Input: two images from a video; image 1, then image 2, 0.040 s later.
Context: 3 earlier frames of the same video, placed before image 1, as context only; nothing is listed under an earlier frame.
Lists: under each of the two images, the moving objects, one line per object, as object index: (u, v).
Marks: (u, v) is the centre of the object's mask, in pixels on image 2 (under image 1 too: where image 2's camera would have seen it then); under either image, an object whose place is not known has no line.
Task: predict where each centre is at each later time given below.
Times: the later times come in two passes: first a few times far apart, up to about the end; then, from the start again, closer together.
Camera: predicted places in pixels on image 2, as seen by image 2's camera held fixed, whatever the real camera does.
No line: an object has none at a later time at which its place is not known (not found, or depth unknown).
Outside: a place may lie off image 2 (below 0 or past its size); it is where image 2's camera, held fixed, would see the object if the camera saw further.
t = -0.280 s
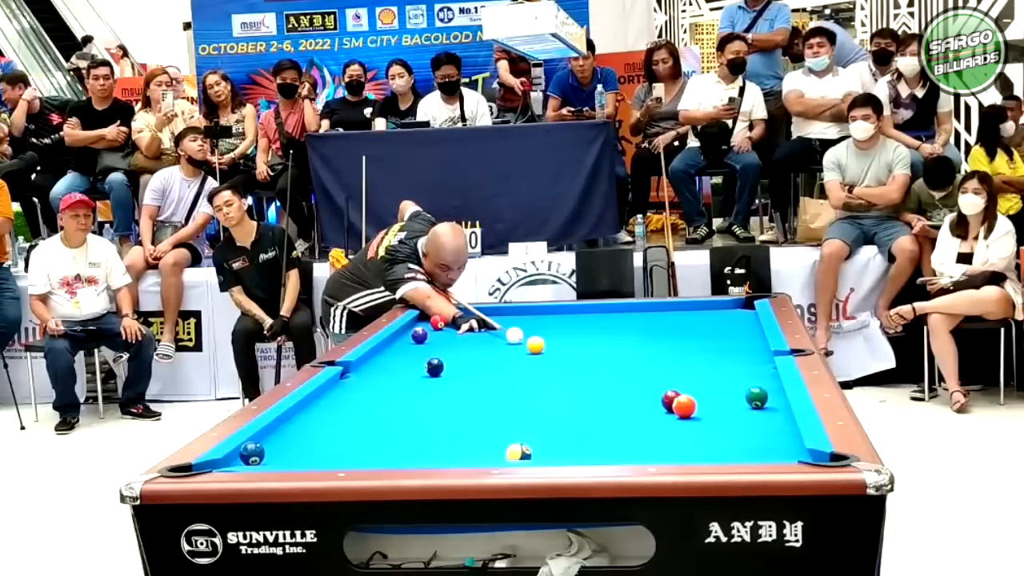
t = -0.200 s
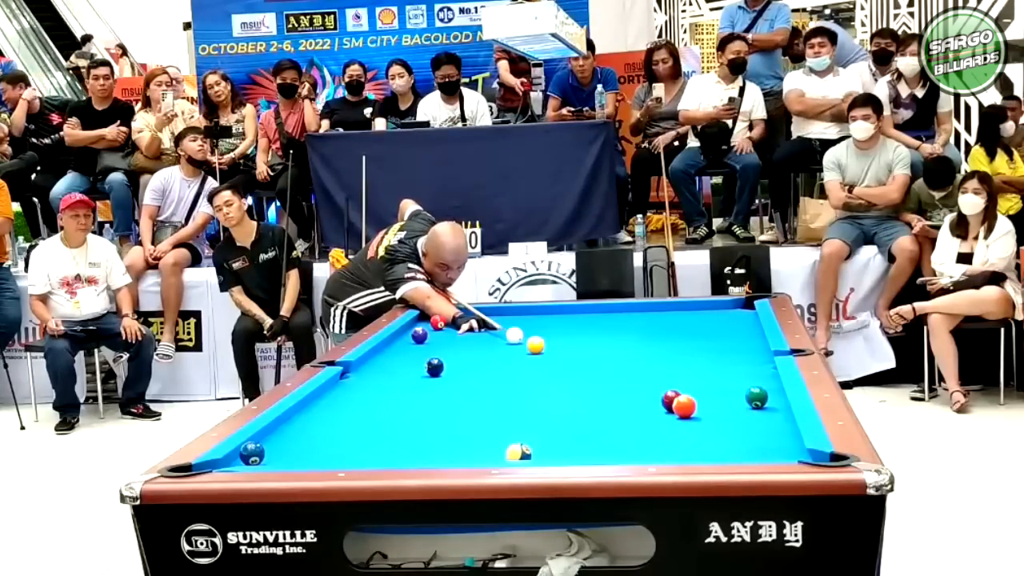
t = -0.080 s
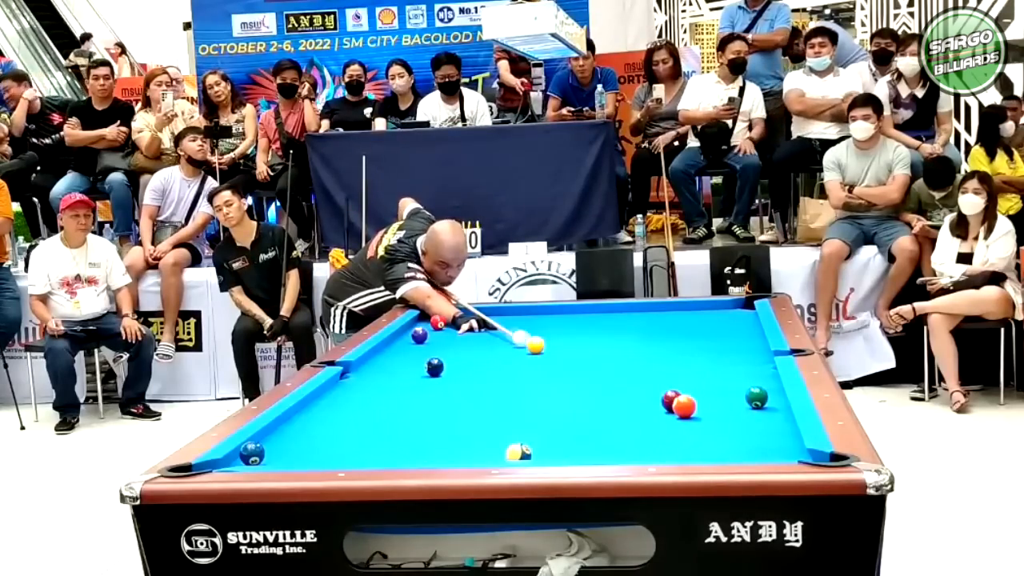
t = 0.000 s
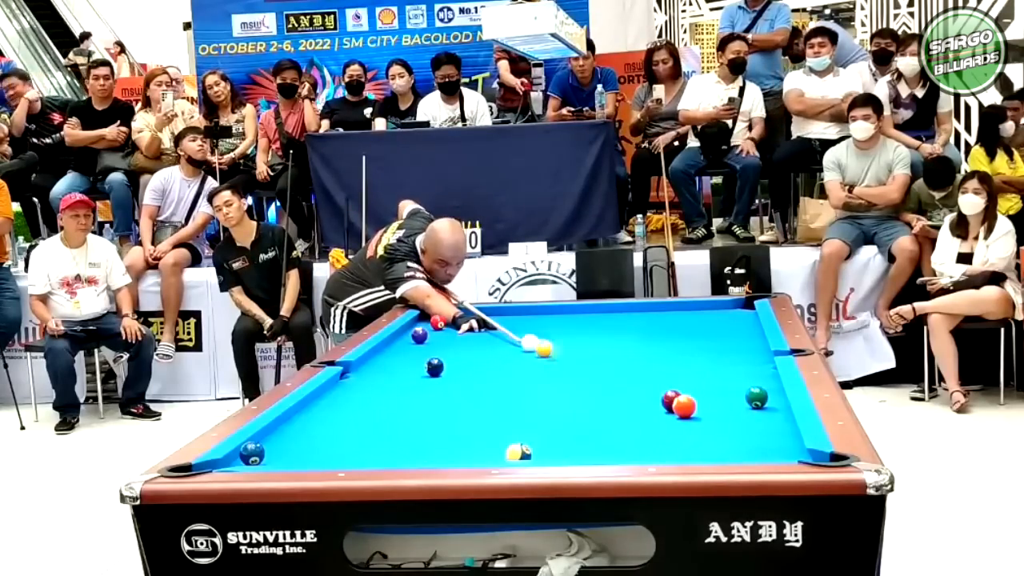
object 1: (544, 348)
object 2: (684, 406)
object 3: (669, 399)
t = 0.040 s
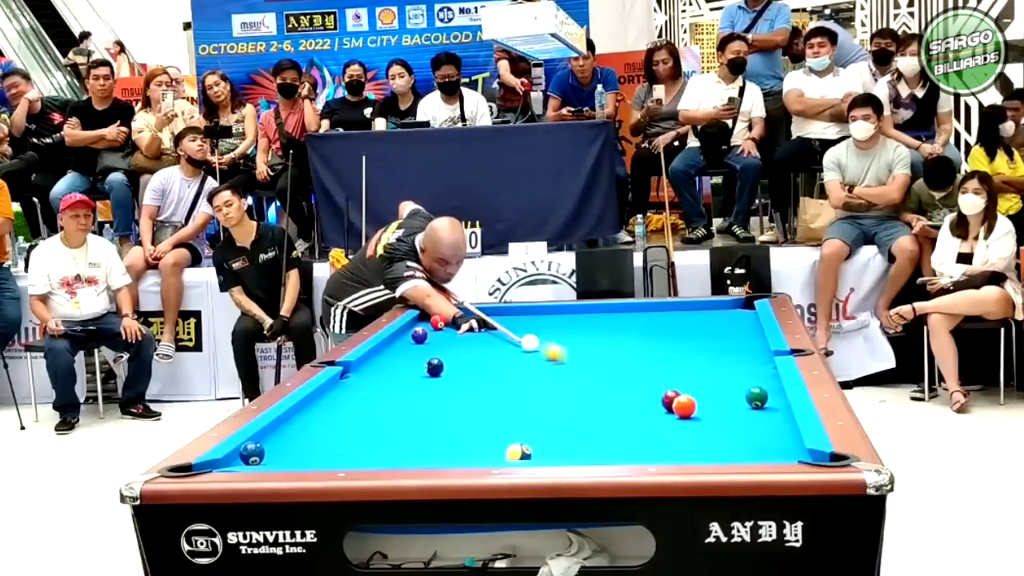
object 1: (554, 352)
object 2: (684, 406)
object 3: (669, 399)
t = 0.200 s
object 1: (588, 367)
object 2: (684, 406)
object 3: (669, 399)
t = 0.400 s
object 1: (633, 385)
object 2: (684, 406)
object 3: (669, 399)
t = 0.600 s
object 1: (655, 399)
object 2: (698, 413)
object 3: (684, 400)
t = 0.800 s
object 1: (653, 406)
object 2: (731, 430)
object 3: (702, 400)
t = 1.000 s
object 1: (653, 413)
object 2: (768, 446)
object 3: (717, 399)
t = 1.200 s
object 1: (652, 420)
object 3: (731, 398)
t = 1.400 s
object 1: (652, 428)
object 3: (736, 397)
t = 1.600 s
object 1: (652, 435)
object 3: (738, 397)
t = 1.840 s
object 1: (651, 443)
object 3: (739, 397)
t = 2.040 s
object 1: (651, 448)
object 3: (739, 397)
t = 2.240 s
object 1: (651, 452)
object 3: (738, 397)
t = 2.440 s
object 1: (650, 452)
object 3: (738, 397)
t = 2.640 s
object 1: (651, 450)
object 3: (738, 397)
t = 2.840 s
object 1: (651, 448)
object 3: (738, 397)
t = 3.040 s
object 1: (651, 447)
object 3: (738, 397)
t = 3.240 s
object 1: (652, 445)
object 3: (738, 397)
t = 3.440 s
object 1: (652, 443)
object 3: (739, 397)
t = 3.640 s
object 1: (653, 442)
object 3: (739, 397)
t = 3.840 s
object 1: (653, 441)
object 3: (739, 397)
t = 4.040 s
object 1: (653, 440)
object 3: (739, 397)
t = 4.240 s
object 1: (652, 439)
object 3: (739, 397)
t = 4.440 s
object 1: (652, 439)
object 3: (739, 397)
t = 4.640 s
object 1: (653, 439)
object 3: (739, 397)
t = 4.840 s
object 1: (653, 439)
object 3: (739, 397)
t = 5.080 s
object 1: (653, 439)
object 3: (739, 397)
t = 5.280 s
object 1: (653, 439)
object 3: (739, 397)
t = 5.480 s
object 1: (653, 439)
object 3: (739, 397)
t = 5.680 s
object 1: (653, 439)
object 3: (739, 397)
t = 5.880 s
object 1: (653, 439)
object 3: (739, 397)
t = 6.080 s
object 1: (653, 439)
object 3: (738, 397)
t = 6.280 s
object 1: (653, 439)
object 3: (738, 397)
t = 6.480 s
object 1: (653, 439)
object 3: (738, 397)
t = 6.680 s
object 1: (653, 439)
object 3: (738, 397)
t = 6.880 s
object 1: (653, 439)
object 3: (739, 397)
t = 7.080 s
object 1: (653, 439)
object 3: (739, 397)
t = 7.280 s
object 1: (653, 439)
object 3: (739, 397)
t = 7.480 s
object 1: (653, 439)
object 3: (739, 397)
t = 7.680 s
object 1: (653, 439)
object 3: (739, 397)
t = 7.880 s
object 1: (653, 439)
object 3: (739, 397)
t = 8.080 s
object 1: (653, 439)
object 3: (739, 397)
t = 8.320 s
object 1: (653, 439)
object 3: (739, 397)
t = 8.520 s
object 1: (653, 439)
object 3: (739, 397)
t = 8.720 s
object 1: (653, 439)
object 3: (739, 397)
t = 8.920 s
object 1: (653, 439)
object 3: (739, 397)
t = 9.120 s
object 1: (653, 439)
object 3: (739, 397)
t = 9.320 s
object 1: (653, 439)
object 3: (739, 396)
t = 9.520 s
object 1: (653, 439)
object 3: (739, 397)
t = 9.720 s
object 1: (653, 439)
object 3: (739, 397)
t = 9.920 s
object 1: (653, 439)
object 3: (739, 397)
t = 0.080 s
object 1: (562, 356)
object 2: (684, 406)
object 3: (669, 399)
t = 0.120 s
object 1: (573, 360)
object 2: (684, 406)
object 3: (669, 399)
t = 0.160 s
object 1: (581, 364)
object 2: (684, 406)
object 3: (669, 399)
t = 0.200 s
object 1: (588, 367)
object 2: (684, 406)
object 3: (669, 399)
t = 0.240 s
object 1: (597, 370)
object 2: (684, 406)
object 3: (669, 399)
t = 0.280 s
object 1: (605, 374)
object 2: (684, 406)
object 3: (669, 399)
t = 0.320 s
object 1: (616, 378)
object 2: (684, 406)
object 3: (669, 399)
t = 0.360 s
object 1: (624, 382)
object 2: (684, 406)
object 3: (669, 399)
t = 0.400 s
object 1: (633, 385)
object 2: (684, 406)
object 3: (669, 399)
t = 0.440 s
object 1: (643, 389)
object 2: (684, 406)
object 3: (669, 399)
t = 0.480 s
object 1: (651, 393)
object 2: (684, 406)
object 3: (670, 399)
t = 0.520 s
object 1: (657, 396)
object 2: (685, 406)
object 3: (672, 398)
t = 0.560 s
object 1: (656, 398)
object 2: (691, 409)
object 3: (678, 399)
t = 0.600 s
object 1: (655, 399)
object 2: (698, 413)
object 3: (684, 400)
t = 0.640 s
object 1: (654, 400)
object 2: (705, 416)
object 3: (688, 401)
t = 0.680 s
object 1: (654, 401)
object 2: (713, 421)
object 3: (692, 401)
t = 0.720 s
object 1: (654, 402)
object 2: (719, 424)
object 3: (695, 400)
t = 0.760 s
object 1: (653, 404)
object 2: (725, 427)
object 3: (699, 400)
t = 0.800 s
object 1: (653, 406)
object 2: (731, 430)
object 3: (702, 400)
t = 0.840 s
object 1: (653, 407)
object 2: (739, 434)
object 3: (705, 400)
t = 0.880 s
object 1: (653, 409)
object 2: (746, 437)
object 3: (708, 399)
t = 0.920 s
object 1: (653, 410)
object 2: (754, 441)
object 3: (712, 399)
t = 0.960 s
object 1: (653, 412)
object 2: (761, 444)
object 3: (715, 399)
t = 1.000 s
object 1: (653, 413)
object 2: (768, 446)
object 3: (717, 399)
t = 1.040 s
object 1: (653, 414)
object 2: (776, 449)
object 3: (720, 399)
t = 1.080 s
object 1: (653, 416)
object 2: (783, 451)
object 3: (723, 398)
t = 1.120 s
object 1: (652, 418)
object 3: (726, 398)
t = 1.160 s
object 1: (652, 419)
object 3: (728, 398)
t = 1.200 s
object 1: (652, 420)
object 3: (731, 398)
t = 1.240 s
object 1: (652, 421)
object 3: (733, 397)
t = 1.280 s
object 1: (652, 423)
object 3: (734, 397)
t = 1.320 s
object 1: (652, 424)
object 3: (735, 397)
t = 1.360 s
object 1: (652, 426)
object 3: (735, 397)
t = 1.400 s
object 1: (652, 428)
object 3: (736, 397)
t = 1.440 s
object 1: (652, 429)
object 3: (736, 397)
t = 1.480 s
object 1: (652, 430)
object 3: (737, 397)
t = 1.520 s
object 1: (652, 431)
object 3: (737, 397)
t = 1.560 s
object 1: (652, 433)
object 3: (737, 397)
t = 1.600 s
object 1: (652, 435)
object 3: (738, 397)
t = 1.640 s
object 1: (651, 436)
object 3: (738, 397)
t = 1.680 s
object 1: (651, 437)
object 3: (738, 397)
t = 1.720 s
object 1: (651, 439)
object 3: (738, 397)
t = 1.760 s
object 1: (651, 441)
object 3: (739, 397)
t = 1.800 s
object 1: (651, 442)
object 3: (739, 397)
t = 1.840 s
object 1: (651, 443)
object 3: (739, 397)
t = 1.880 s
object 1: (651, 444)
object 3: (739, 397)
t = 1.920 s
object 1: (651, 445)
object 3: (739, 397)
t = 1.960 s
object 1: (651, 447)
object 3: (739, 397)
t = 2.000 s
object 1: (651, 447)
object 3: (739, 397)
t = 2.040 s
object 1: (651, 448)
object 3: (739, 397)
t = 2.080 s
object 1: (651, 449)
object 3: (739, 397)
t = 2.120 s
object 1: (650, 450)
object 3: (739, 397)
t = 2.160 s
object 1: (650, 450)
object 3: (739, 397)
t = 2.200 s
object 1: (650, 452)
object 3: (739, 397)
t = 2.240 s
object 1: (651, 452)
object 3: (738, 397)
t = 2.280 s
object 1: (650, 452)
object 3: (739, 397)
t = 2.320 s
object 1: (650, 453)
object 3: (739, 397)
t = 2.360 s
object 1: (650, 452)
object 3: (739, 397)
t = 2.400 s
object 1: (650, 452)
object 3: (738, 397)
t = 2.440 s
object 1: (650, 452)
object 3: (738, 397)
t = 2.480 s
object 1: (650, 452)
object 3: (738, 397)
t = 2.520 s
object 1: (650, 451)
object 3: (738, 397)
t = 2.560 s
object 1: (651, 451)
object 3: (738, 397)
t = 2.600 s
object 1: (651, 450)
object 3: (738, 397)
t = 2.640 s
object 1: (651, 450)
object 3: (738, 397)
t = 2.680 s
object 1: (651, 450)
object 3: (738, 397)
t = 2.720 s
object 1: (651, 449)
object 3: (738, 397)
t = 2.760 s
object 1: (651, 449)
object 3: (738, 397)
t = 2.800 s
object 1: (651, 449)
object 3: (738, 397)
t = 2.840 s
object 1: (651, 448)
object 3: (738, 397)
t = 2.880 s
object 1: (651, 448)
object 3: (738, 397)
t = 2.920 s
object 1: (651, 447)
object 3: (738, 397)
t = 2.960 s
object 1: (651, 447)
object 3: (738, 397)
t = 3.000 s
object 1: (651, 447)
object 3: (738, 397)
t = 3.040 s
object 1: (651, 447)
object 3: (738, 397)
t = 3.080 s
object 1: (651, 446)
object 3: (738, 397)
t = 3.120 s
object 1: (652, 446)
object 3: (738, 397)
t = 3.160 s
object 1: (652, 446)
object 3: (738, 397)
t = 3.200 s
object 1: (652, 445)
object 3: (738, 397)
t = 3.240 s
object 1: (652, 445)
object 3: (738, 397)
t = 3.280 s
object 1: (652, 445)
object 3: (738, 397)
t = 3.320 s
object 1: (652, 445)
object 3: (738, 397)
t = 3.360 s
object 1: (652, 444)
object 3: (738, 397)
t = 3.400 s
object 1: (652, 444)
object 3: (738, 397)
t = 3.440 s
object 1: (652, 443)
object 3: (739, 397)
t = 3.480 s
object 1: (653, 443)
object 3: (739, 397)
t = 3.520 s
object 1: (653, 443)
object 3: (739, 397)
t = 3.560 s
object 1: (653, 443)
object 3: (739, 397)
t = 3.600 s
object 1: (653, 442)
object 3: (739, 397)
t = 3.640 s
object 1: (653, 442)
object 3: (739, 397)
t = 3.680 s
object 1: (653, 442)
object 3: (739, 397)
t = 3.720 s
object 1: (653, 441)
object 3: (739, 397)
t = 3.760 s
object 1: (653, 441)
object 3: (739, 397)
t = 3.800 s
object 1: (653, 441)
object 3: (739, 397)
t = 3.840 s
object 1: (653, 441)
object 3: (739, 397)
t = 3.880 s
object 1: (653, 441)
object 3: (739, 397)
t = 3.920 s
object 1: (653, 440)
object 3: (739, 397)
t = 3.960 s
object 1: (653, 440)
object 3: (739, 397)
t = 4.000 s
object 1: (653, 440)
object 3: (739, 397)
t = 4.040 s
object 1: (653, 440)
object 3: (739, 397)
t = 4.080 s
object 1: (653, 439)
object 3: (739, 397)
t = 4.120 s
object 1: (653, 439)
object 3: (739, 397)
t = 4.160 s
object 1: (653, 439)
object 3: (739, 397)
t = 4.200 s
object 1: (652, 439)
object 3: (739, 397)
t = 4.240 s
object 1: (652, 439)
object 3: (739, 397)
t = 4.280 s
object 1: (652, 439)
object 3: (739, 397)
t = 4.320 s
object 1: (652, 439)
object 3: (739, 397)
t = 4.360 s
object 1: (653, 439)
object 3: (739, 397)
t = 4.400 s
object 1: (652, 439)
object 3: (739, 397)
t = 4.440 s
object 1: (652, 439)
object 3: (739, 397)
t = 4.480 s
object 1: (652, 439)
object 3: (739, 397)
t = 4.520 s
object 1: (653, 439)
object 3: (739, 397)
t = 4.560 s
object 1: (653, 439)
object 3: (739, 397)
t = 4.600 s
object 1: (653, 439)
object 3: (739, 397)
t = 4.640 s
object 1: (653, 439)
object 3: (739, 397)
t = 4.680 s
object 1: (653, 439)
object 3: (739, 397)
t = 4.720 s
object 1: (653, 439)
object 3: (739, 397)
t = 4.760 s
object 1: (653, 439)
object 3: (739, 397)
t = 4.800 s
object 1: (653, 439)
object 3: (739, 397)
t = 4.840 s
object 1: (653, 439)
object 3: (739, 397)
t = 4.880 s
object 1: (653, 439)
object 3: (739, 397)
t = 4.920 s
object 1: (653, 439)
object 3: (739, 397)
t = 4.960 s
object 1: (653, 439)
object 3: (739, 397)
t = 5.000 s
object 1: (653, 439)
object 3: (739, 397)
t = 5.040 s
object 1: (653, 439)
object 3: (739, 397)
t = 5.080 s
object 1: (653, 439)
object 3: (739, 397)
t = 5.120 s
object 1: (653, 439)
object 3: (739, 397)
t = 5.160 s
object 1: (653, 439)
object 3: (739, 397)
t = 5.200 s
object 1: (653, 439)
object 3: (739, 397)
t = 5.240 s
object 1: (653, 439)
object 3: (739, 397)
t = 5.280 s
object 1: (653, 439)
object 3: (739, 397)
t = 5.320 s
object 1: (653, 439)
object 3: (739, 397)
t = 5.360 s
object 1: (653, 439)
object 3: (739, 397)
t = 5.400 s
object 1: (653, 439)
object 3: (739, 397)
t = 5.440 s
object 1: (653, 439)
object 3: (739, 397)
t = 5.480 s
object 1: (653, 439)
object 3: (739, 397)
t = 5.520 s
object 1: (653, 439)
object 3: (739, 397)
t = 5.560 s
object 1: (653, 439)
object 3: (739, 397)
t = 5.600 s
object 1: (653, 439)
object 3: (739, 397)
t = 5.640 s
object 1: (653, 439)
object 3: (739, 397)
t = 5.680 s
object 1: (653, 439)
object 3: (739, 397)
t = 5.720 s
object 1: (653, 439)
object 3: (739, 397)
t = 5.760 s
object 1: (653, 439)
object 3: (739, 397)
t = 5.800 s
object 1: (653, 439)
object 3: (739, 397)
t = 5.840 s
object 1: (653, 439)
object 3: (739, 397)
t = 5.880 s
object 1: (653, 439)
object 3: (739, 397)
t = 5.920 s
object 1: (653, 439)
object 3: (739, 397)
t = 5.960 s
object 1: (653, 439)
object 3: (739, 397)
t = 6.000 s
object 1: (653, 439)
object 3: (739, 397)
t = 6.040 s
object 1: (653, 439)
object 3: (738, 397)
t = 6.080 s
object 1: (653, 439)
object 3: (738, 397)
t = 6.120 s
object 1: (653, 439)
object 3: (738, 397)
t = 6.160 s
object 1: (653, 439)
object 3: (739, 397)
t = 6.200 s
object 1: (653, 439)
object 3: (738, 397)
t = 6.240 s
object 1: (653, 439)
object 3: (738, 397)
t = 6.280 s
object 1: (653, 439)
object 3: (738, 397)
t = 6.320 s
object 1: (653, 439)
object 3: (739, 397)
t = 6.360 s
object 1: (653, 439)
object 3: (739, 397)
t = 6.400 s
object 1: (653, 439)
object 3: (738, 397)
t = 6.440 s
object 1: (653, 439)
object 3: (739, 397)
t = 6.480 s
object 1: (653, 439)
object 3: (738, 397)
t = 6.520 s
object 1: (653, 439)
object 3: (738, 397)
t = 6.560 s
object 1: (653, 439)
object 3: (739, 397)
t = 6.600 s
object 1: (653, 439)
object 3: (739, 397)
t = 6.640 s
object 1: (653, 439)
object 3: (739, 397)
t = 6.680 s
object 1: (653, 439)
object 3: (738, 397)
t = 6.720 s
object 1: (653, 439)
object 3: (739, 397)
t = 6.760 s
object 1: (653, 439)
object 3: (739, 397)
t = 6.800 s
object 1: (653, 439)
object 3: (738, 397)
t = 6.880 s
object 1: (653, 439)
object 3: (739, 397)
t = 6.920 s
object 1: (653, 439)
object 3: (739, 397)
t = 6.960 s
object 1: (653, 439)
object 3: (739, 397)
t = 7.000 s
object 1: (653, 439)
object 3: (739, 397)
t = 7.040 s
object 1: (653, 439)
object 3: (739, 397)
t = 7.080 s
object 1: (653, 439)
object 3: (739, 397)
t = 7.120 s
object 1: (653, 439)
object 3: (739, 397)
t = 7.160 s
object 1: (653, 439)
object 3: (739, 397)
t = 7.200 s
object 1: (653, 439)
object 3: (739, 397)
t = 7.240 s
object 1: (653, 439)
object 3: (738, 397)
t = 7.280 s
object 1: (653, 439)
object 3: (739, 397)
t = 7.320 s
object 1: (653, 439)
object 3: (739, 397)
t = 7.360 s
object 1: (653, 439)
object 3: (739, 397)
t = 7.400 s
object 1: (653, 439)
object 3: (739, 397)
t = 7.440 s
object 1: (653, 439)
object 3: (739, 397)
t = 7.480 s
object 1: (653, 439)
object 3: (739, 397)
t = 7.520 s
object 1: (653, 439)
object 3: (739, 397)
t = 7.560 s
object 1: (653, 439)
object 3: (739, 397)
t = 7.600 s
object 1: (653, 439)
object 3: (739, 397)
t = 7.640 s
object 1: (653, 439)
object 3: (739, 397)
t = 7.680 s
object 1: (653, 439)
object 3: (739, 397)
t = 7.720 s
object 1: (653, 439)
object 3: (739, 397)
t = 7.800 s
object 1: (653, 439)
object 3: (739, 397)
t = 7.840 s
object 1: (653, 439)
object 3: (739, 397)
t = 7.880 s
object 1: (653, 439)
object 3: (739, 397)
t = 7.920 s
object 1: (653, 439)
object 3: (739, 397)
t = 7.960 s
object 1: (653, 439)
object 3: (739, 397)
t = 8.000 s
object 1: (653, 439)
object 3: (739, 397)
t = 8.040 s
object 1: (653, 439)
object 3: (739, 397)
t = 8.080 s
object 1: (653, 439)
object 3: (739, 397)
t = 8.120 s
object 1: (653, 439)
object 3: (739, 397)
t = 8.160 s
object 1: (653, 439)
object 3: (739, 397)
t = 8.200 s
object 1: (653, 439)
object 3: (739, 397)
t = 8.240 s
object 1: (653, 439)
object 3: (739, 397)
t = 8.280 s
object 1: (653, 439)
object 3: (739, 397)
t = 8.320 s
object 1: (653, 439)
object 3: (739, 397)
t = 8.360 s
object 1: (653, 439)
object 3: (739, 397)
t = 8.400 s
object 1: (653, 439)
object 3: (739, 397)
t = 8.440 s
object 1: (653, 439)
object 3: (739, 397)
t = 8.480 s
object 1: (653, 439)
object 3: (739, 397)
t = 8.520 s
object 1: (653, 439)
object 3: (739, 397)
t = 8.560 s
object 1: (653, 439)
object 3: (739, 397)
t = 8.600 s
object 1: (653, 439)
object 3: (739, 397)
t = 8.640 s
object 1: (653, 439)
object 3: (739, 397)
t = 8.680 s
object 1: (653, 439)
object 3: (739, 397)
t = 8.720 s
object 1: (653, 439)
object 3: (739, 397)
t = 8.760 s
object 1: (653, 439)
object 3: (739, 397)
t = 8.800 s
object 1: (653, 439)
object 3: (739, 397)
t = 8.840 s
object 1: (653, 439)
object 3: (739, 397)
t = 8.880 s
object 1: (653, 439)
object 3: (739, 397)
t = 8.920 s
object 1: (653, 439)
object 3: (739, 397)
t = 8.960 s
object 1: (653, 439)
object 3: (739, 397)
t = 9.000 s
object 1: (653, 439)
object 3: (739, 397)
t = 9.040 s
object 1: (653, 439)
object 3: (739, 396)
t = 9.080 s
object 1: (653, 439)
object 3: (739, 396)
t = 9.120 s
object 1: (653, 439)
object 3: (739, 397)
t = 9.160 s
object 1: (653, 439)
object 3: (739, 397)
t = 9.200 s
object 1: (653, 439)
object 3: (739, 396)
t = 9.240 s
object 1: (653, 439)
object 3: (739, 396)
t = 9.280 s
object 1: (653, 439)
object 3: (739, 396)
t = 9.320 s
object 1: (653, 439)
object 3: (739, 396)
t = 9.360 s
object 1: (653, 439)
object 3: (739, 397)
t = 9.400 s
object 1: (653, 439)
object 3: (739, 397)
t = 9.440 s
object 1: (653, 439)
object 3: (739, 396)
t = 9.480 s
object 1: (653, 439)
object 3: (739, 397)
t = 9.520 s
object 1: (653, 439)
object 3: (739, 397)
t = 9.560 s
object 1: (653, 439)
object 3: (739, 397)
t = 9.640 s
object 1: (653, 439)
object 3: (739, 397)
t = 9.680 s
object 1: (653, 439)
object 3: (739, 397)
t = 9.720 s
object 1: (653, 439)
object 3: (739, 397)
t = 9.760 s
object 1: (653, 439)
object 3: (739, 397)
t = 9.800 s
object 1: (653, 439)
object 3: (739, 397)
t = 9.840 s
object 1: (653, 439)
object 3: (739, 397)
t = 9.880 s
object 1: (653, 439)
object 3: (739, 397)
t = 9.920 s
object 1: (653, 439)
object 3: (739, 397)
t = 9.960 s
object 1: (653, 439)
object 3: (739, 397)
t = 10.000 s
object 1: (653, 439)
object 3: (739, 397)
